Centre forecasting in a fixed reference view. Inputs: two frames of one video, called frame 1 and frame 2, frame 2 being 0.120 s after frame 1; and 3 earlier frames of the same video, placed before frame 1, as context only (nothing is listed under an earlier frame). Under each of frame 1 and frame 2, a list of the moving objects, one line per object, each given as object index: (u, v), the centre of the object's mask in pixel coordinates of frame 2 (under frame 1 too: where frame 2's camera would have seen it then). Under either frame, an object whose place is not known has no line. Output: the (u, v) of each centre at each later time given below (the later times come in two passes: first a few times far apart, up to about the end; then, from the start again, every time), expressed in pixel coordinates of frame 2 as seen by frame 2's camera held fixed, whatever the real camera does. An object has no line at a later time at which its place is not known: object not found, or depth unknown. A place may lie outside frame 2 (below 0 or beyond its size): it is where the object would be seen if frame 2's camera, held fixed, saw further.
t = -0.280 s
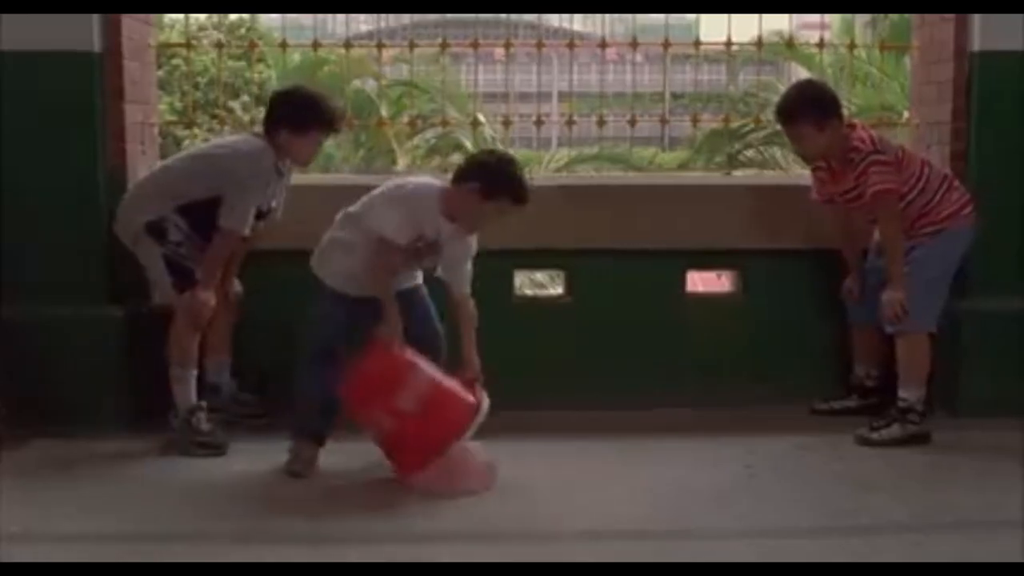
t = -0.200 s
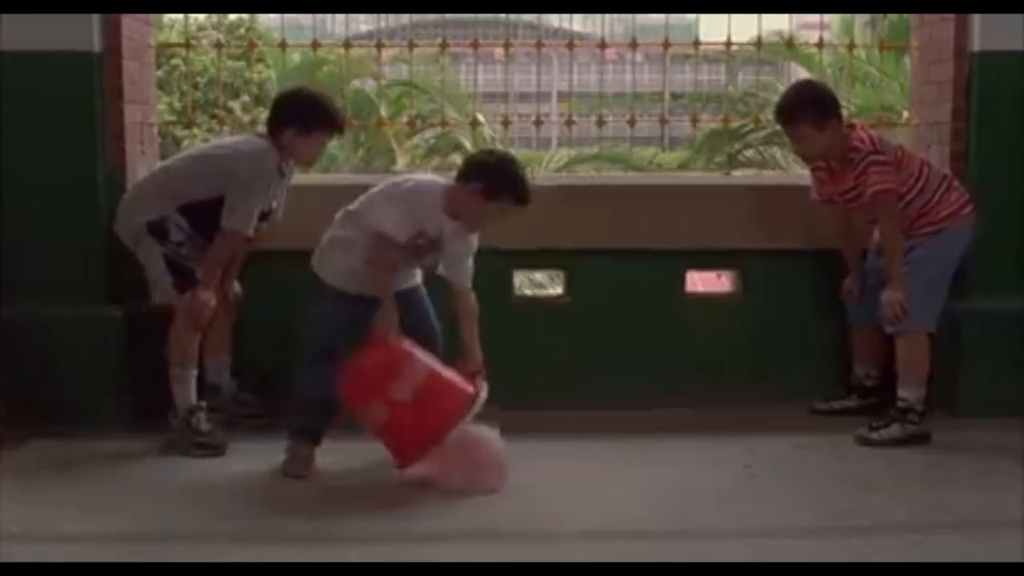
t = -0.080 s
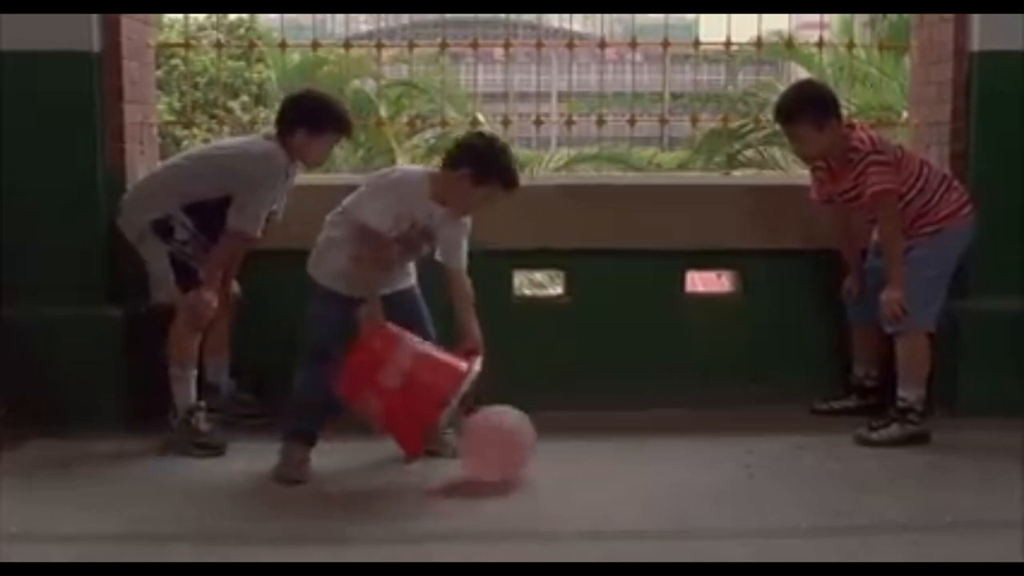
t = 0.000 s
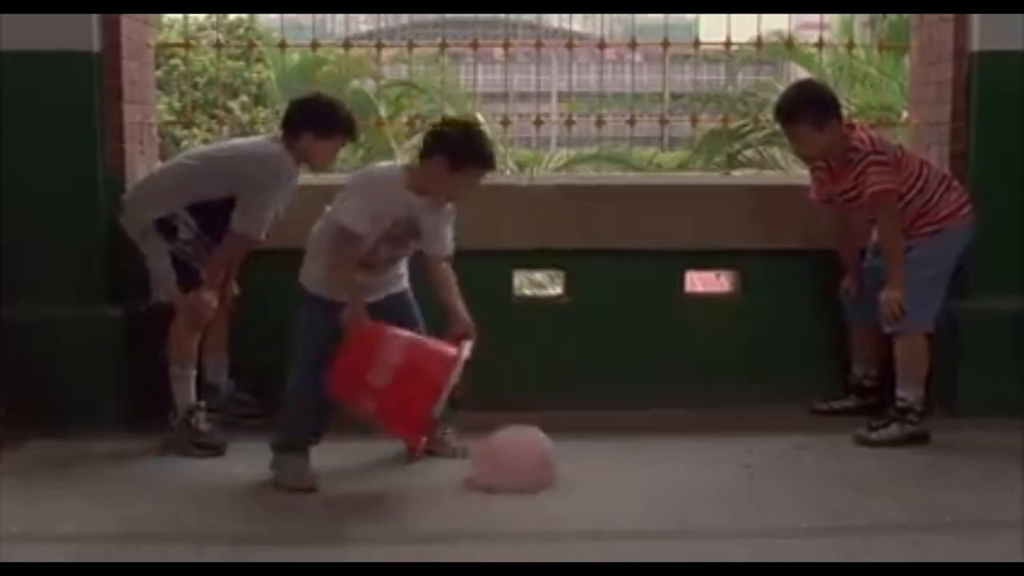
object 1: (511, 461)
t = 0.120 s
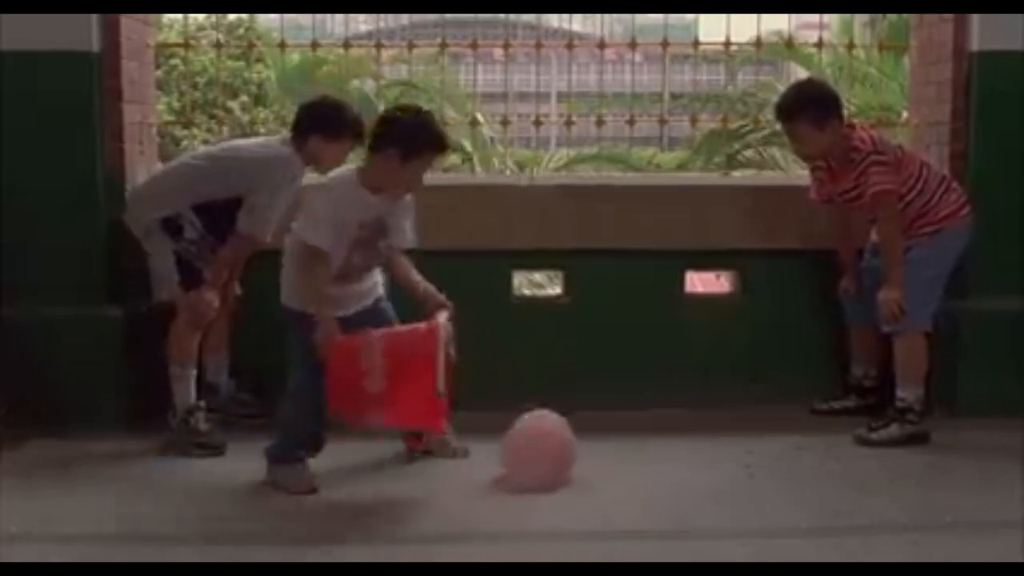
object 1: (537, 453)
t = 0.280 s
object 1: (567, 458)
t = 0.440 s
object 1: (596, 451)
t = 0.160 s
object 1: (545, 452)
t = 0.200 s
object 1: (554, 451)
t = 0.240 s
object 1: (561, 454)
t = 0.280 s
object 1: (567, 458)
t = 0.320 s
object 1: (576, 460)
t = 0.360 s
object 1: (582, 457)
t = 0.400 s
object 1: (590, 452)
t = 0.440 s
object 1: (596, 451)
